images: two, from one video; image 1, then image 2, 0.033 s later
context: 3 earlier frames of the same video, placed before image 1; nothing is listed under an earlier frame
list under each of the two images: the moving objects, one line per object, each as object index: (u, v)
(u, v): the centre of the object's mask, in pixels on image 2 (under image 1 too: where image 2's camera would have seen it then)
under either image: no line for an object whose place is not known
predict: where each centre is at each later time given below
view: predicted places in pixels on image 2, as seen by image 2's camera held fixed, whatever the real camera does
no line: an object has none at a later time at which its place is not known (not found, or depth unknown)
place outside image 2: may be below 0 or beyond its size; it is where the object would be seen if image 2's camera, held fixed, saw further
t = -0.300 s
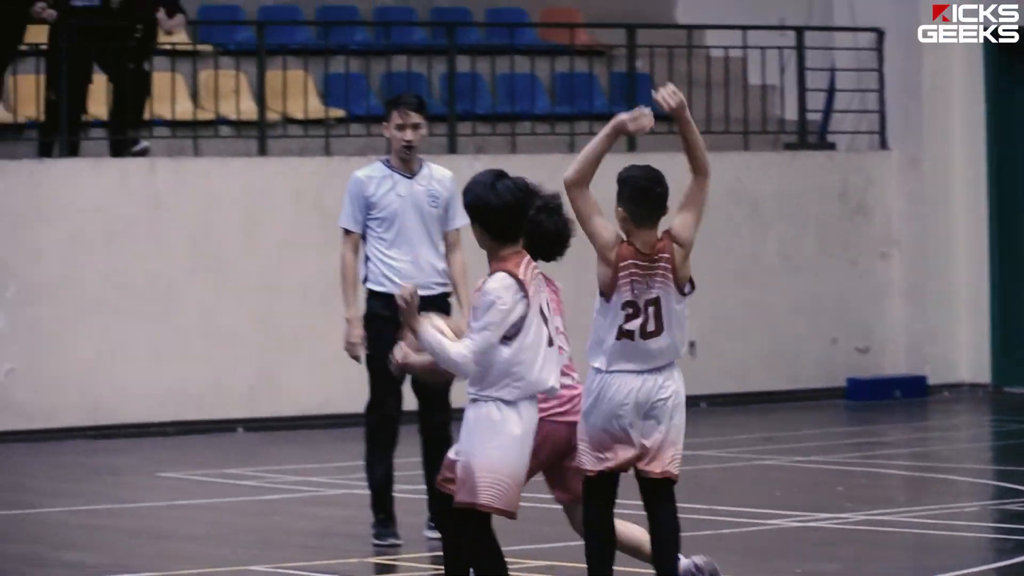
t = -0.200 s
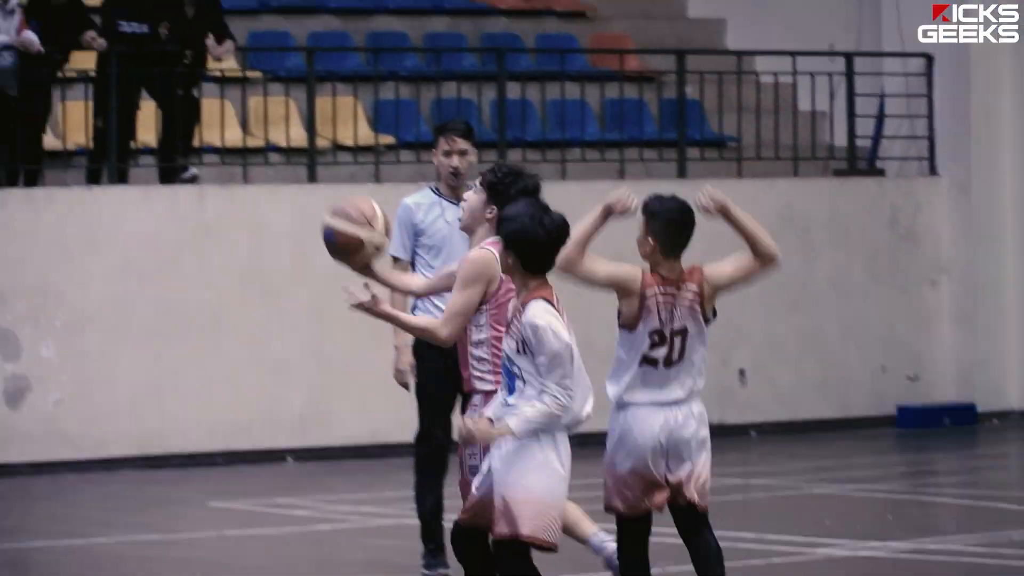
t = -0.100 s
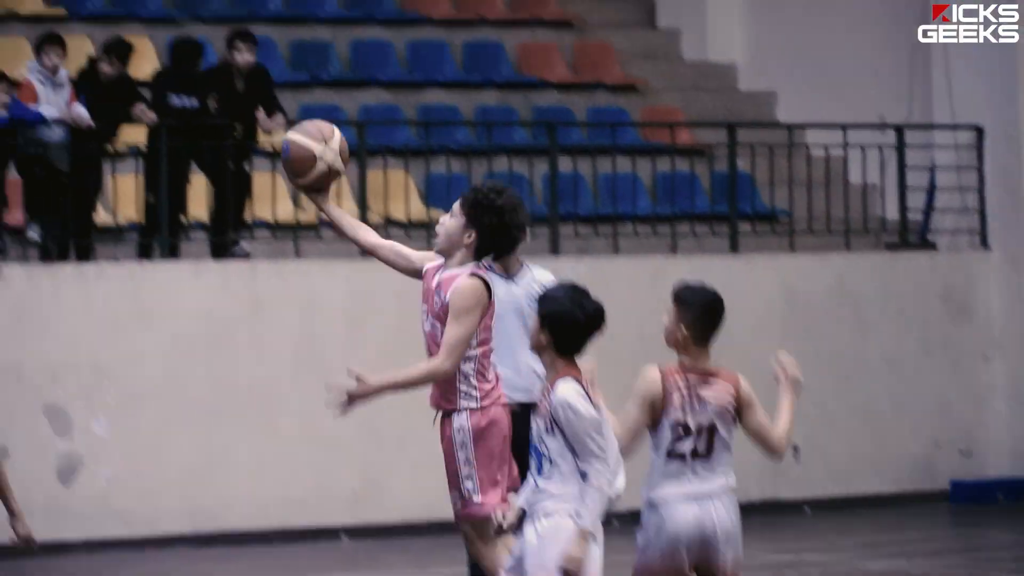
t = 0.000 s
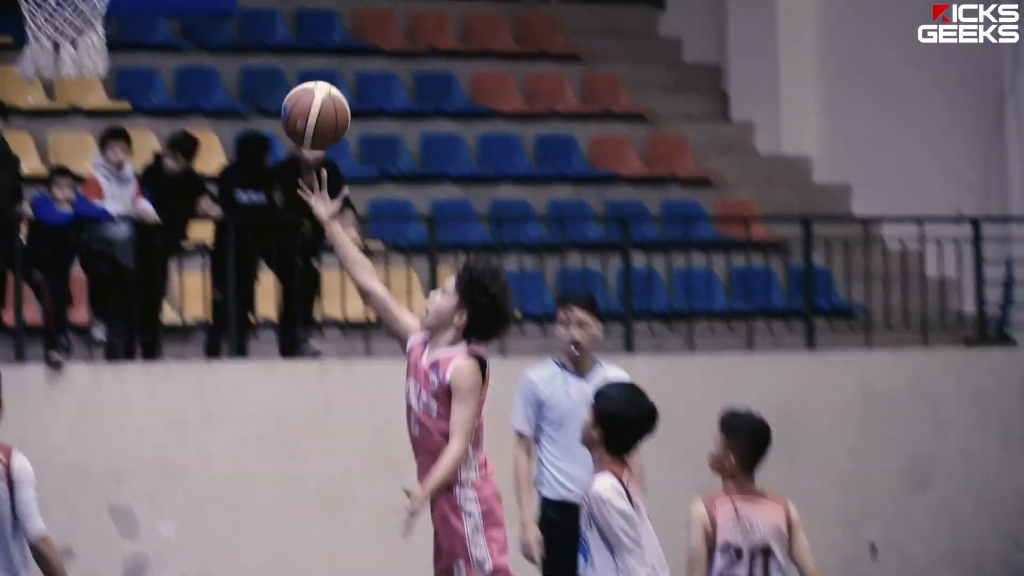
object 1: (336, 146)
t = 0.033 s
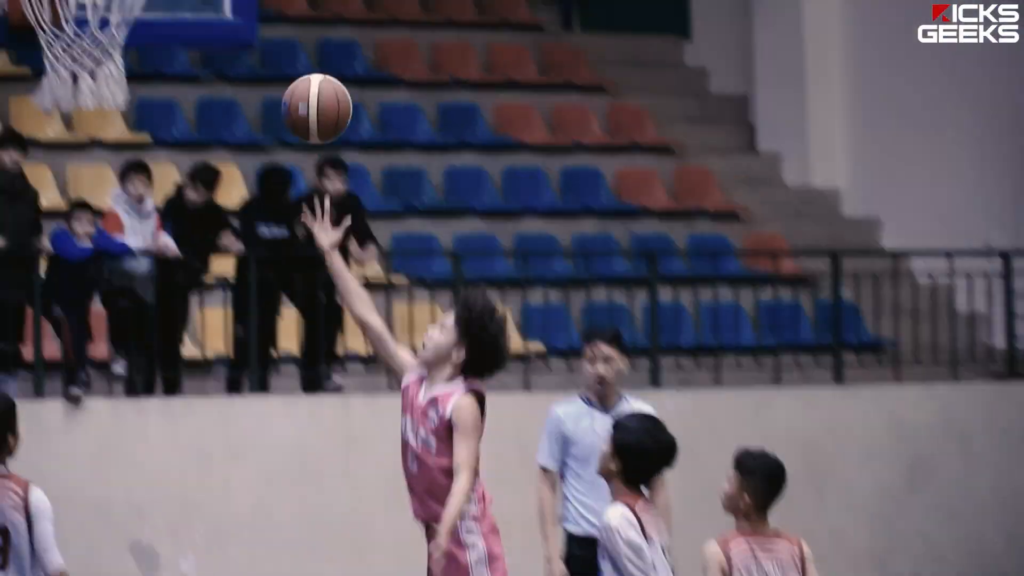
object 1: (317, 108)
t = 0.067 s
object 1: (298, 73)
